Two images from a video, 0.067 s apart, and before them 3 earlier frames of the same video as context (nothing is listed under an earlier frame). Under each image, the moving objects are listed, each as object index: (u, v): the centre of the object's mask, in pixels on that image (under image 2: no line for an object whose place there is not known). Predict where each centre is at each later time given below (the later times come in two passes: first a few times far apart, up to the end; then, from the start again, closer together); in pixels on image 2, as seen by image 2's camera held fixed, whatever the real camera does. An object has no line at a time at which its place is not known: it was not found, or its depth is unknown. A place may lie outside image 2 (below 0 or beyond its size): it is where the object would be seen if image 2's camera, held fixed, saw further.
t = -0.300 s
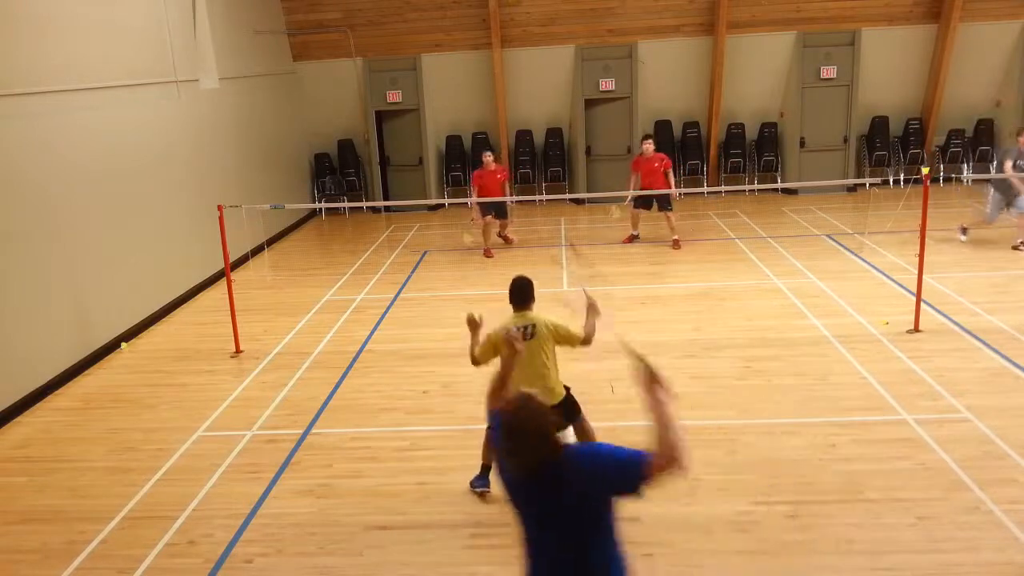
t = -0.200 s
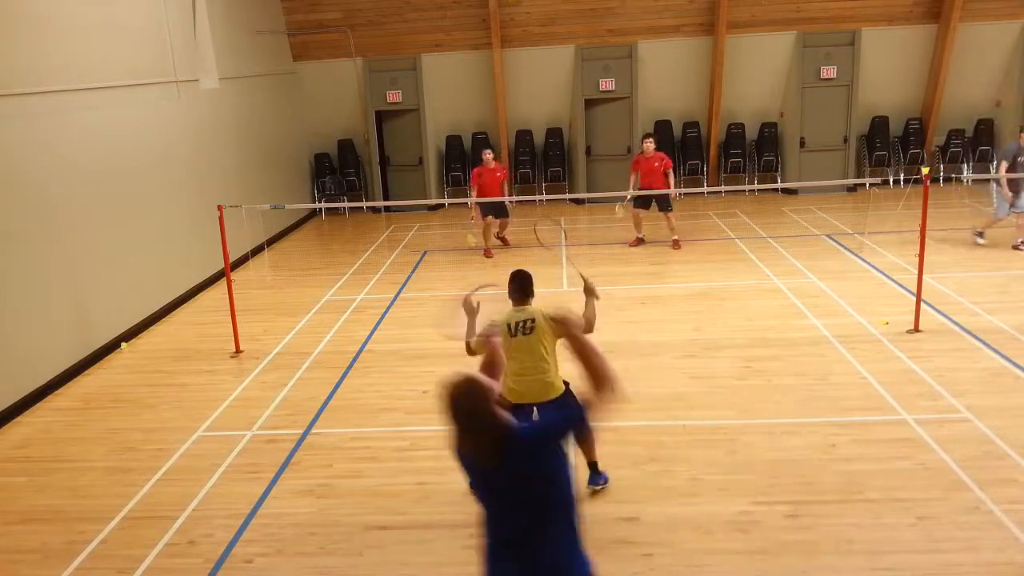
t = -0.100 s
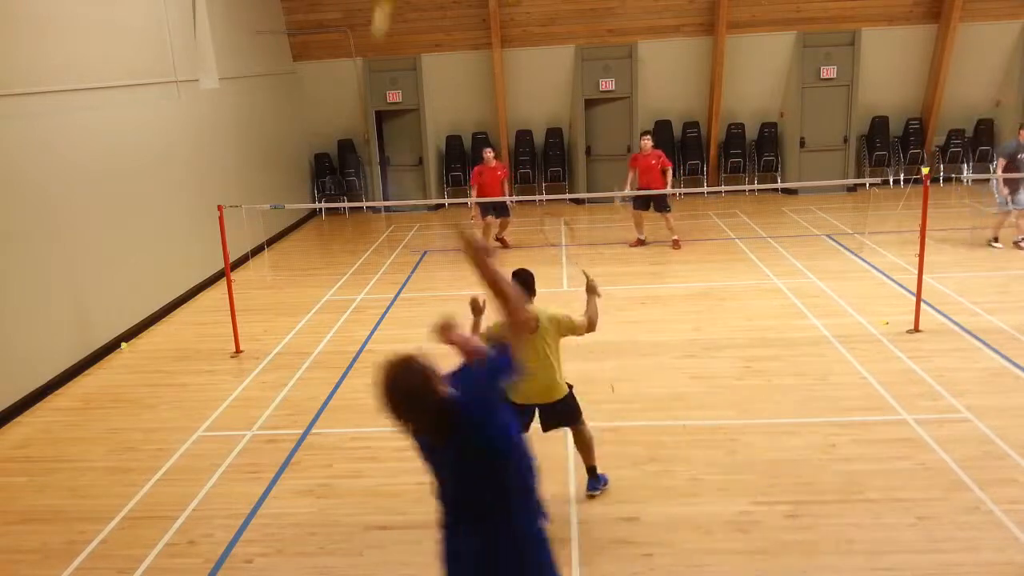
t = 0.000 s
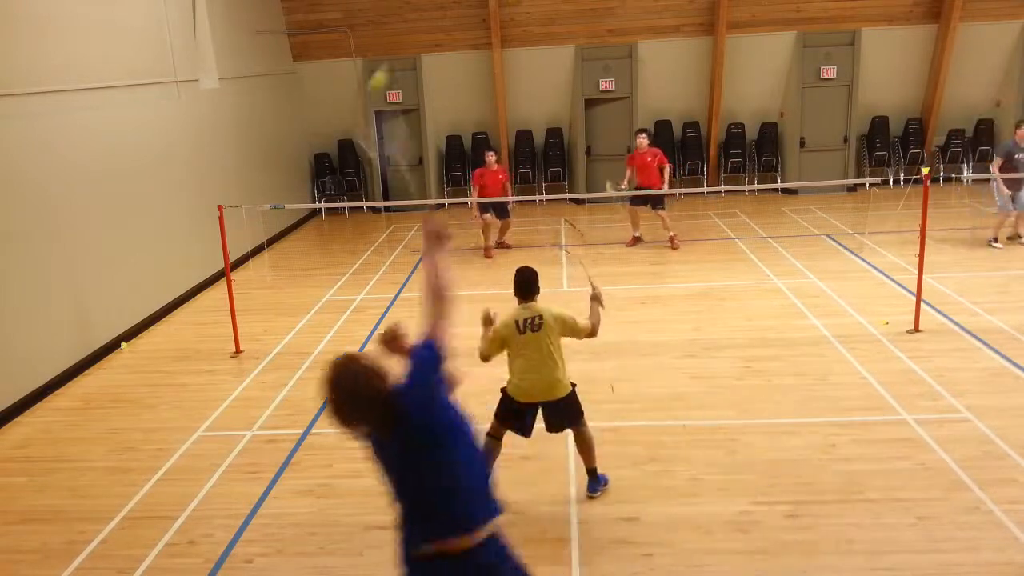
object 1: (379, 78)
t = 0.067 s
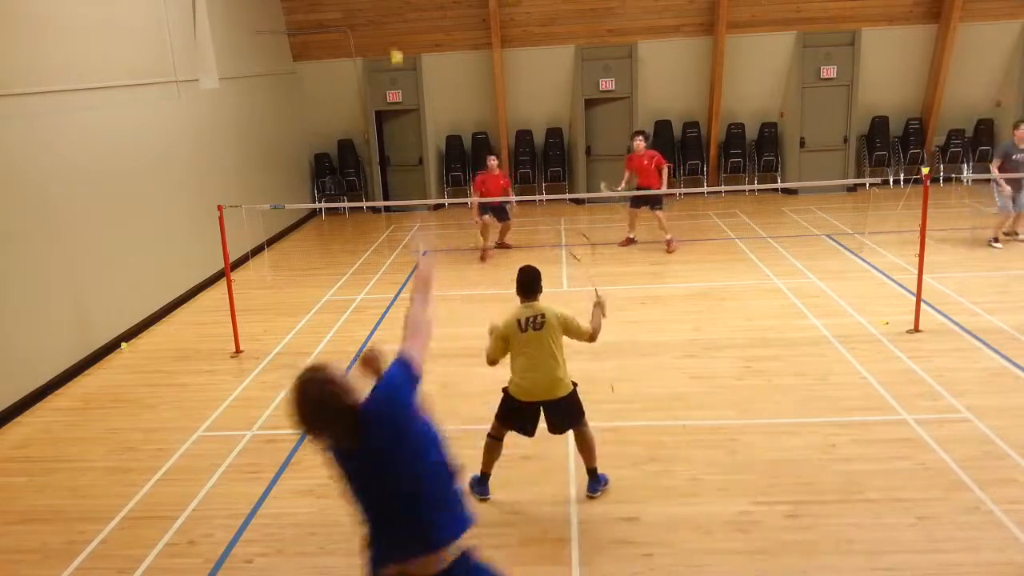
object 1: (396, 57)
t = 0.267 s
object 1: (414, 82)
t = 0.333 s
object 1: (418, 95)
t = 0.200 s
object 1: (409, 70)
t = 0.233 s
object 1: (411, 76)
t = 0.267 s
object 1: (414, 82)
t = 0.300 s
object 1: (416, 88)
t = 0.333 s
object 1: (418, 95)
